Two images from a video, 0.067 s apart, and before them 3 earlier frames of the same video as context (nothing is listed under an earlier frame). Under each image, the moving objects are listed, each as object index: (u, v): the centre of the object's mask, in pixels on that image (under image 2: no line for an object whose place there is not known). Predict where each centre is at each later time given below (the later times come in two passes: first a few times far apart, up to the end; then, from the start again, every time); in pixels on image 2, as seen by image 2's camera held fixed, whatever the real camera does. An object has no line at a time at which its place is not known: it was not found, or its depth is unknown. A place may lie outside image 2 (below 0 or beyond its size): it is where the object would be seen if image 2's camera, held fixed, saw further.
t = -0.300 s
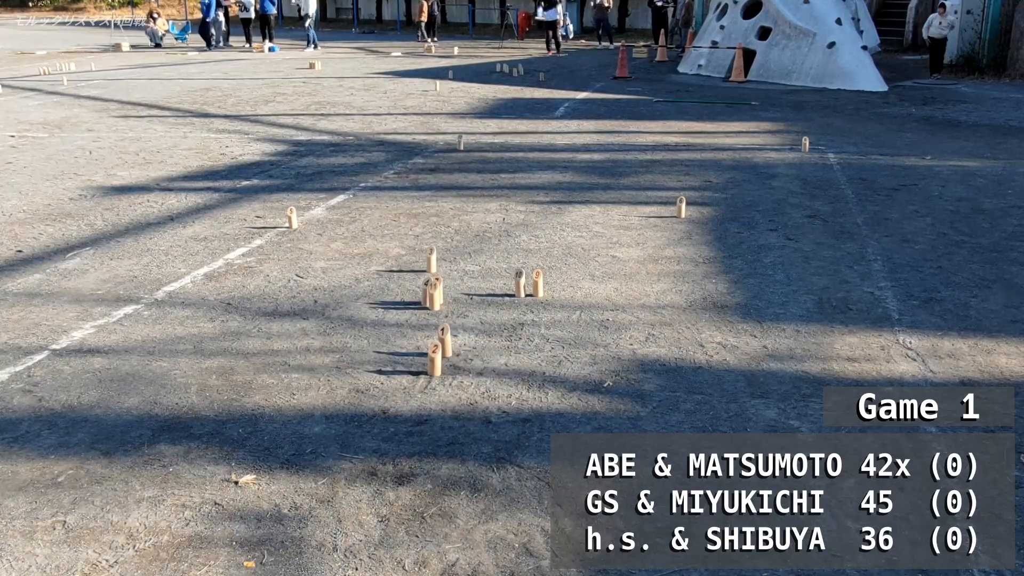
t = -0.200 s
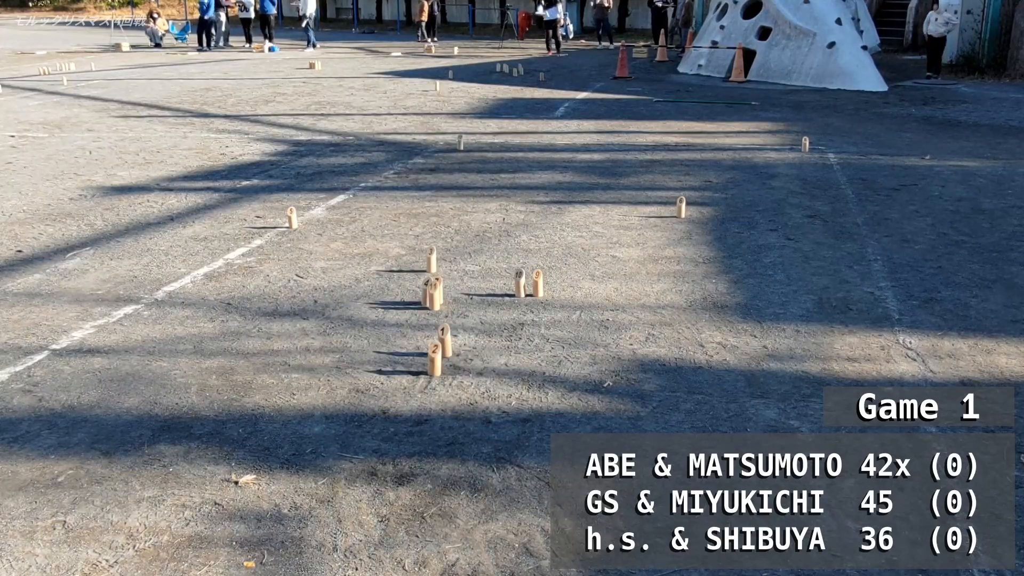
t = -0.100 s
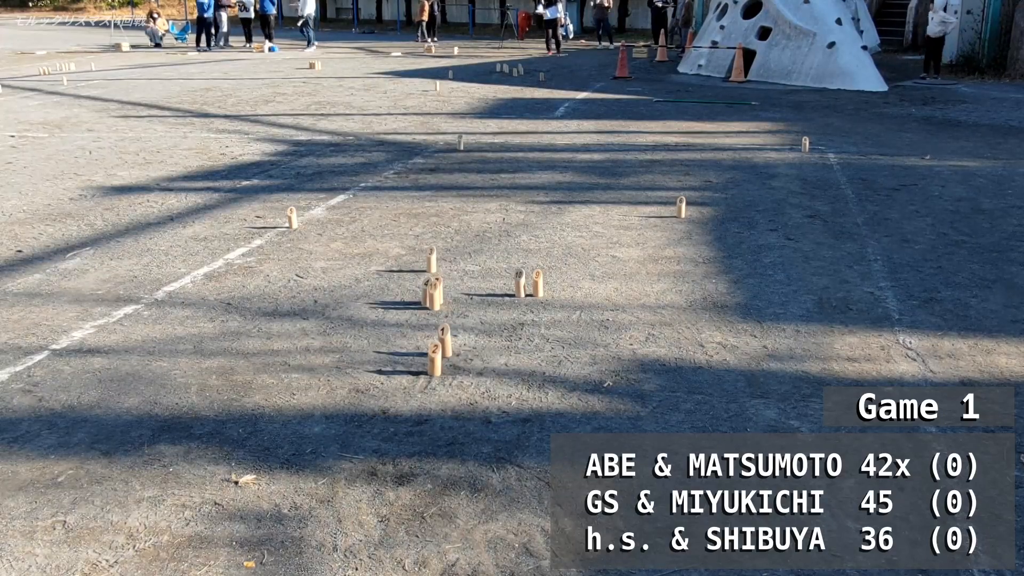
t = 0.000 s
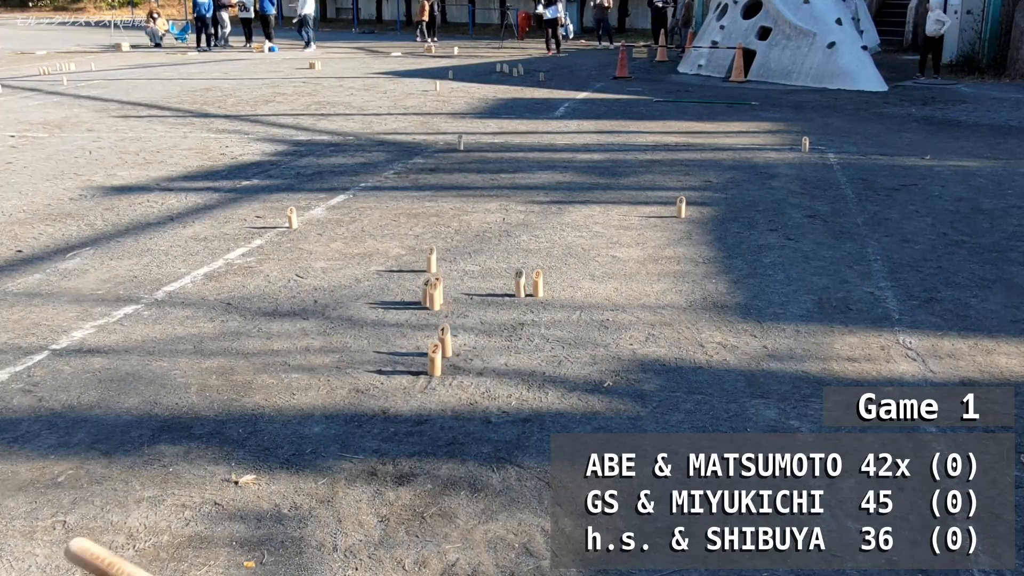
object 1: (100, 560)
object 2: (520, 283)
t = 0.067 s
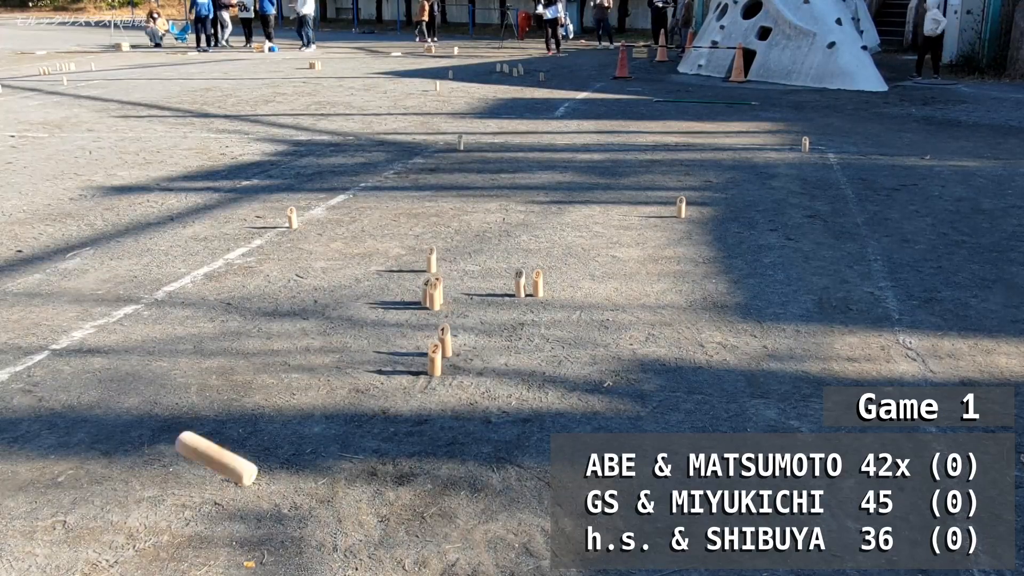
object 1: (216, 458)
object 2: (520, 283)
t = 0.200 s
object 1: (357, 348)
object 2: (520, 283)
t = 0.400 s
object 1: (473, 326)
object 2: (520, 283)
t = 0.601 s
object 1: (527, 304)
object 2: (520, 282)
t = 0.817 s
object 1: (562, 285)
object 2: (507, 272)
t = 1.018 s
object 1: (578, 277)
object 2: (503, 265)
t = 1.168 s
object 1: (580, 276)
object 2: (497, 261)
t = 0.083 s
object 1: (238, 438)
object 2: (520, 283)
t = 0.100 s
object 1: (259, 420)
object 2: (520, 283)
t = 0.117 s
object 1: (278, 403)
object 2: (520, 283)
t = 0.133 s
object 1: (295, 389)
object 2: (520, 283)
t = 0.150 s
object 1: (313, 377)
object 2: (520, 283)
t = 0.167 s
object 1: (329, 366)
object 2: (520, 283)
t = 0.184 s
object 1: (343, 356)
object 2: (520, 283)
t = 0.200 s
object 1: (357, 348)
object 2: (520, 283)
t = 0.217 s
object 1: (370, 342)
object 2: (520, 283)
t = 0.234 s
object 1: (381, 336)
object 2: (520, 283)
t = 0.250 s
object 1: (394, 332)
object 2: (520, 283)
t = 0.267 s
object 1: (404, 328)
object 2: (520, 283)
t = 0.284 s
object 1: (414, 326)
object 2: (520, 283)
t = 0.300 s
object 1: (423, 323)
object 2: (520, 283)
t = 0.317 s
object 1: (433, 322)
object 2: (520, 283)
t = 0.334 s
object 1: (442, 322)
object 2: (520, 283)
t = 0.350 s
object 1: (450, 322)
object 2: (520, 283)
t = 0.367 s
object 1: (459, 323)
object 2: (520, 283)
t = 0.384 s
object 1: (466, 324)
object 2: (520, 283)
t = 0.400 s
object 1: (473, 326)
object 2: (520, 283)
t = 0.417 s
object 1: (480, 328)
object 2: (520, 283)
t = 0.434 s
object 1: (486, 331)
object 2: (520, 283)
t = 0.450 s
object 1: (492, 334)
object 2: (520, 283)
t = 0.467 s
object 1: (499, 339)
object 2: (520, 283)
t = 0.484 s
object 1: (504, 340)
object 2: (520, 283)
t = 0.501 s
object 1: (507, 333)
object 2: (520, 283)
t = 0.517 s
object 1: (512, 327)
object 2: (520, 283)
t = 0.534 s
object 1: (515, 321)
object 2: (520, 283)
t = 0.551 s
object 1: (518, 316)
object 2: (520, 283)
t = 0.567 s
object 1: (521, 311)
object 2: (520, 283)
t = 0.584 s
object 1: (525, 307)
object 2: (520, 283)
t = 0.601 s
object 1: (527, 304)
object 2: (520, 282)
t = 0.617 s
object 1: (530, 301)
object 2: (520, 280)
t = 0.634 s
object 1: (531, 299)
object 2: (519, 281)
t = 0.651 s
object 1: (536, 297)
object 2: (519, 282)
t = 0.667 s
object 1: (540, 295)
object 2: (519, 280)
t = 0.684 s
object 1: (543, 293)
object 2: (518, 277)
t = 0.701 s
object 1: (545, 290)
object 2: (515, 276)
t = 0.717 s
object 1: (548, 289)
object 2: (513, 274)
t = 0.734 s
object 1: (550, 287)
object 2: (514, 273)
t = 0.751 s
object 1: (553, 286)
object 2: (513, 273)
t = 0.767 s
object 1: (554, 286)
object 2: (511, 272)
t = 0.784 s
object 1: (558, 285)
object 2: (509, 271)
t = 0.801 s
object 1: (560, 285)
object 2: (507, 272)
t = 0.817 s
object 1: (562, 285)
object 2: (507, 272)
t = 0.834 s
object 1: (564, 284)
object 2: (506, 273)
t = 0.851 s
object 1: (567, 283)
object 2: (505, 273)
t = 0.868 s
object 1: (569, 282)
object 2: (505, 271)
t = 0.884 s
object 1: (571, 282)
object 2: (504, 271)
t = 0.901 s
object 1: (573, 281)
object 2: (504, 270)
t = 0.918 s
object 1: (574, 280)
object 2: (503, 269)
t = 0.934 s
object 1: (575, 280)
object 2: (503, 268)
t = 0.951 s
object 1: (576, 279)
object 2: (503, 267)
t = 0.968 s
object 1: (577, 279)
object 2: (503, 266)
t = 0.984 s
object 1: (577, 278)
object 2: (503, 265)
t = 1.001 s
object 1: (577, 277)
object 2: (503, 265)
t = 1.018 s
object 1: (578, 277)
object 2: (503, 265)
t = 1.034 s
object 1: (578, 277)
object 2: (502, 264)
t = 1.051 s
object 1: (579, 277)
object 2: (502, 264)
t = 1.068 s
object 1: (579, 276)
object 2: (501, 264)
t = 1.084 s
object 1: (579, 276)
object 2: (501, 264)
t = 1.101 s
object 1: (579, 276)
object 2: (500, 263)
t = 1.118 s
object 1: (579, 276)
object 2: (499, 263)
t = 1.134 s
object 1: (580, 276)
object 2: (499, 262)
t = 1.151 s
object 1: (580, 276)
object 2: (498, 262)
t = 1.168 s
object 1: (580, 276)
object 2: (497, 261)
